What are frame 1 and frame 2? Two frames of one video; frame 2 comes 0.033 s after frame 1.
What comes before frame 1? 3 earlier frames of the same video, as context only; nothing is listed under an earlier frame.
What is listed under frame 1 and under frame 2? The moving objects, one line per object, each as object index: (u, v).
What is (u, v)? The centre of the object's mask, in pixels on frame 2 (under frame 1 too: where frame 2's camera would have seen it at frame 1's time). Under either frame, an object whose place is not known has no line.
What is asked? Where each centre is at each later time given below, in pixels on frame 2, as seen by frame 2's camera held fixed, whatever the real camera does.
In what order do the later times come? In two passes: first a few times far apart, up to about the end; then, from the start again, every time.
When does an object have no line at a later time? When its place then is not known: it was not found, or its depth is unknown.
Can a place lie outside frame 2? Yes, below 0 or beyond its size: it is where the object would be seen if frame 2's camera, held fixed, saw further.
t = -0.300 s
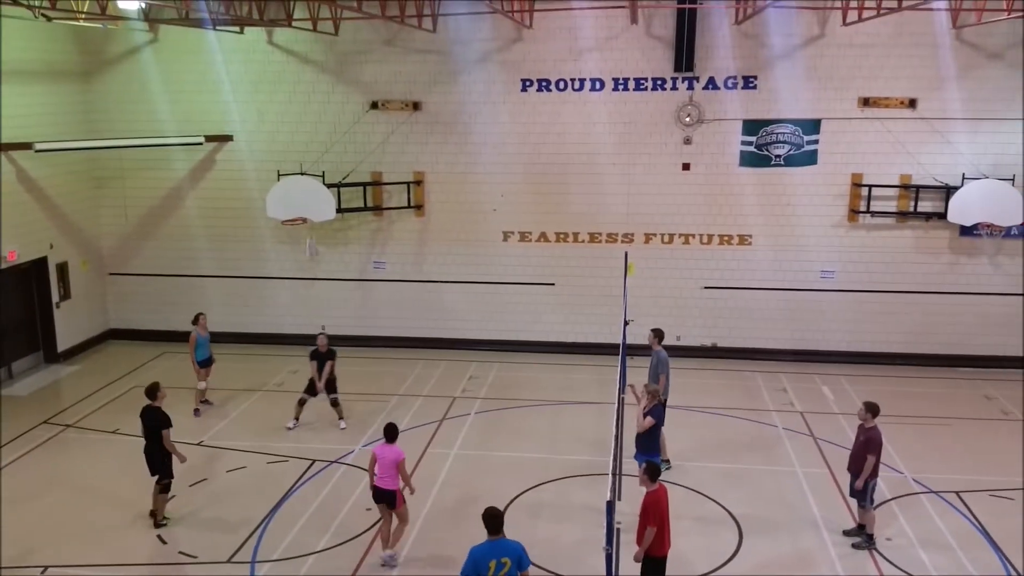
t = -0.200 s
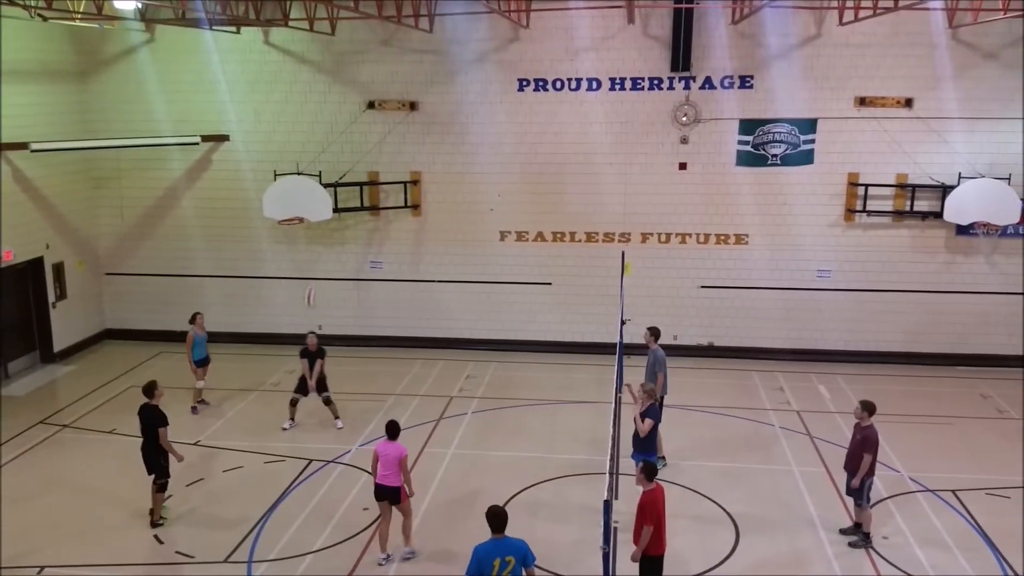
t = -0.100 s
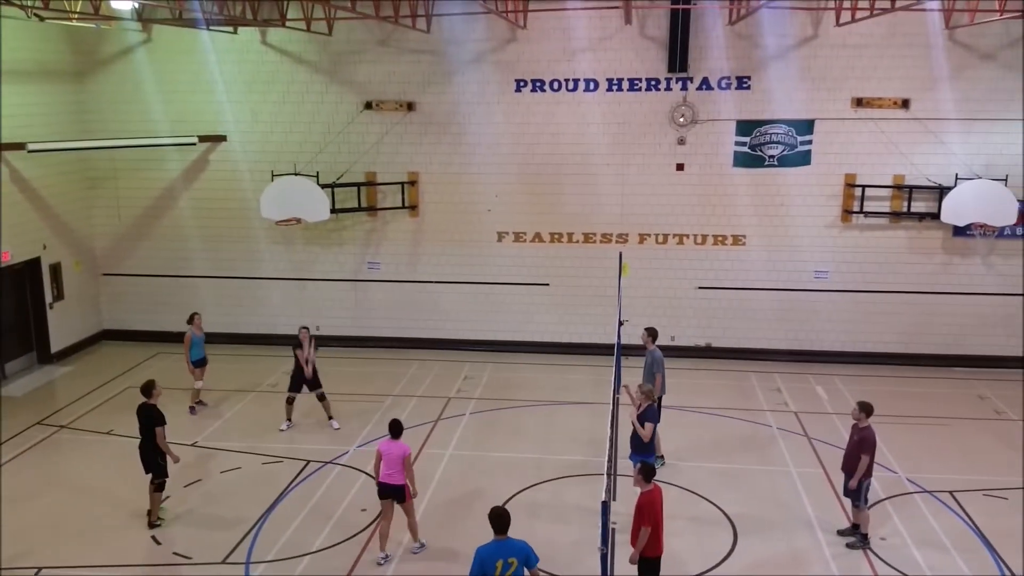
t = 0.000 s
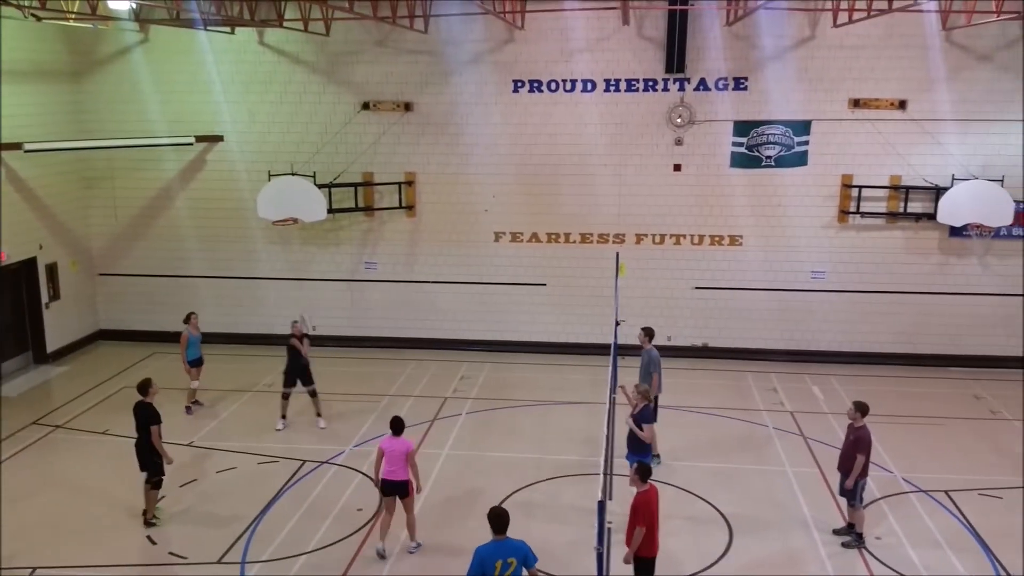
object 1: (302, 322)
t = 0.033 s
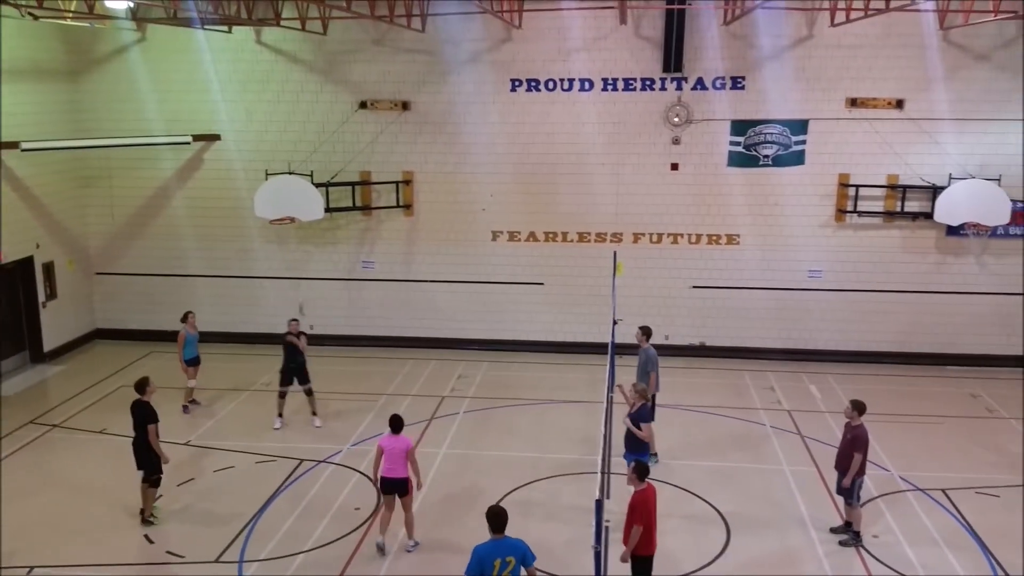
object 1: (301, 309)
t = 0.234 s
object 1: (295, 234)
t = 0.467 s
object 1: (292, 179)
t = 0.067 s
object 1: (299, 293)
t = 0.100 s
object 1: (297, 280)
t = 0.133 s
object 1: (297, 268)
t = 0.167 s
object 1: (296, 258)
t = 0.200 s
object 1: (296, 245)
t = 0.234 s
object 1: (295, 234)
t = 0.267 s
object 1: (295, 226)
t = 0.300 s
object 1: (296, 214)
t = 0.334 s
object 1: (295, 208)
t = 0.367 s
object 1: (293, 198)
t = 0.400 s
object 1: (293, 191)
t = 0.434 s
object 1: (292, 184)
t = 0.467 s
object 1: (292, 179)
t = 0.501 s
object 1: (292, 173)
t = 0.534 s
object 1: (291, 168)
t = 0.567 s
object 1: (291, 165)
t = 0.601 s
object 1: (290, 162)
